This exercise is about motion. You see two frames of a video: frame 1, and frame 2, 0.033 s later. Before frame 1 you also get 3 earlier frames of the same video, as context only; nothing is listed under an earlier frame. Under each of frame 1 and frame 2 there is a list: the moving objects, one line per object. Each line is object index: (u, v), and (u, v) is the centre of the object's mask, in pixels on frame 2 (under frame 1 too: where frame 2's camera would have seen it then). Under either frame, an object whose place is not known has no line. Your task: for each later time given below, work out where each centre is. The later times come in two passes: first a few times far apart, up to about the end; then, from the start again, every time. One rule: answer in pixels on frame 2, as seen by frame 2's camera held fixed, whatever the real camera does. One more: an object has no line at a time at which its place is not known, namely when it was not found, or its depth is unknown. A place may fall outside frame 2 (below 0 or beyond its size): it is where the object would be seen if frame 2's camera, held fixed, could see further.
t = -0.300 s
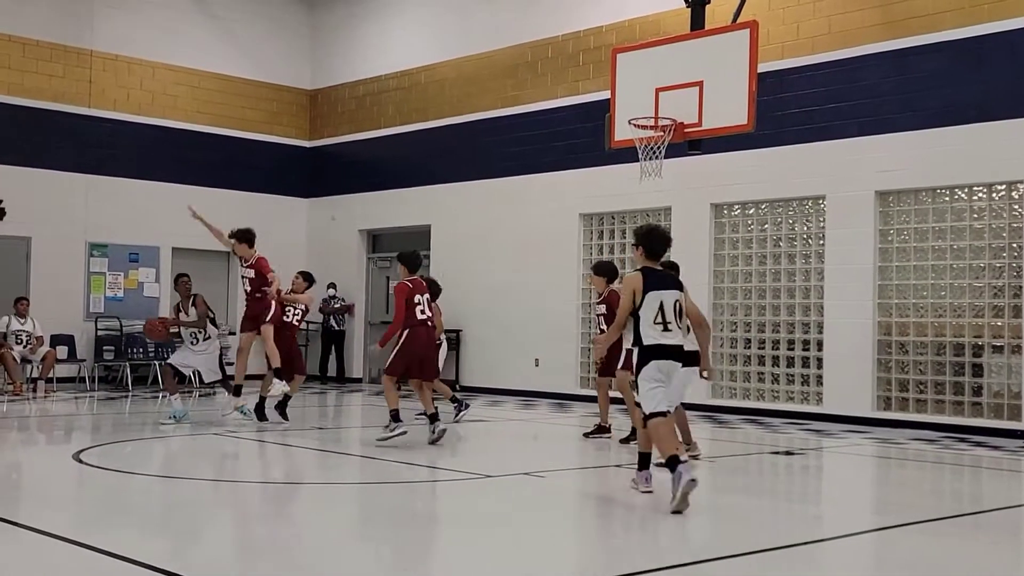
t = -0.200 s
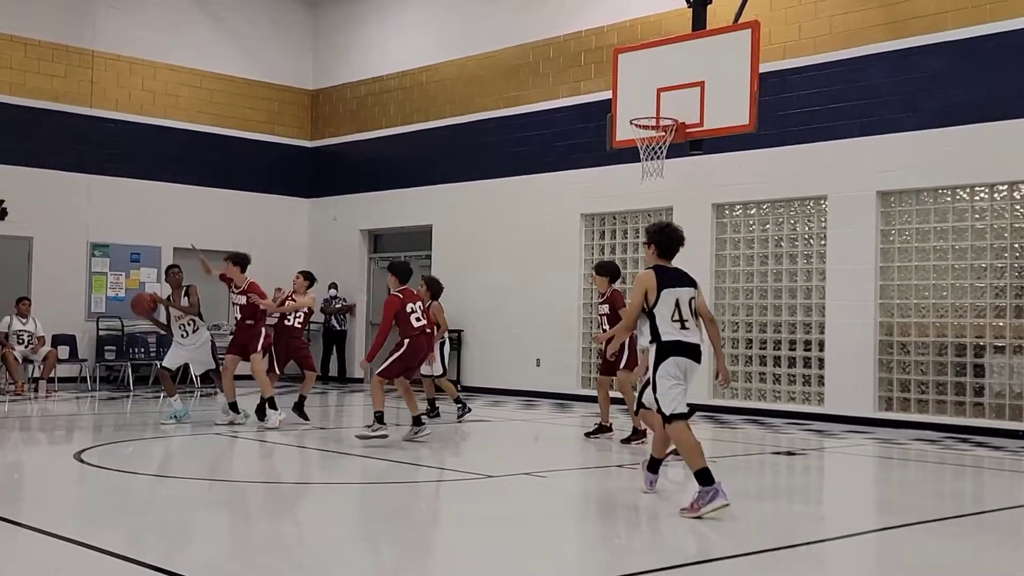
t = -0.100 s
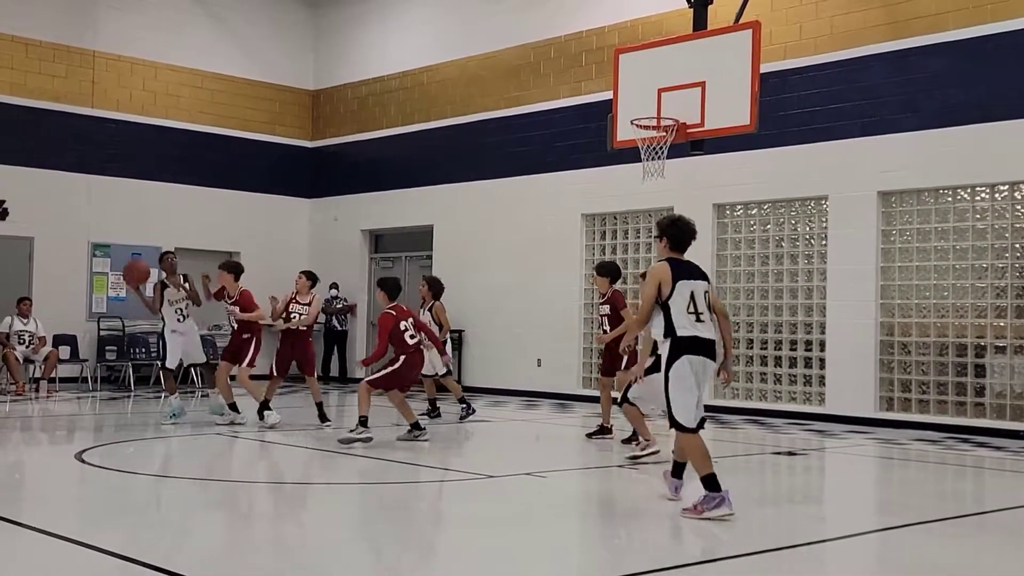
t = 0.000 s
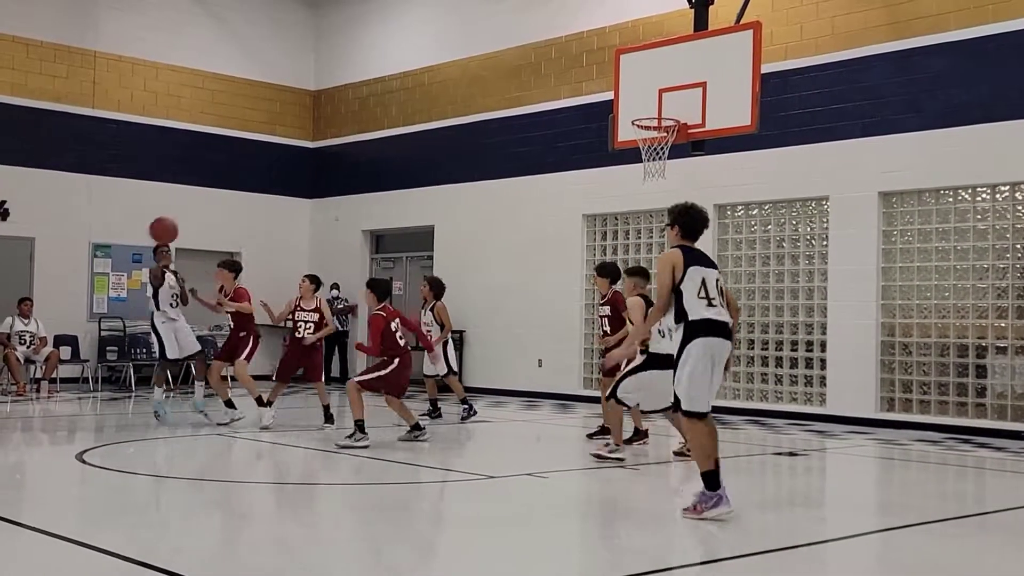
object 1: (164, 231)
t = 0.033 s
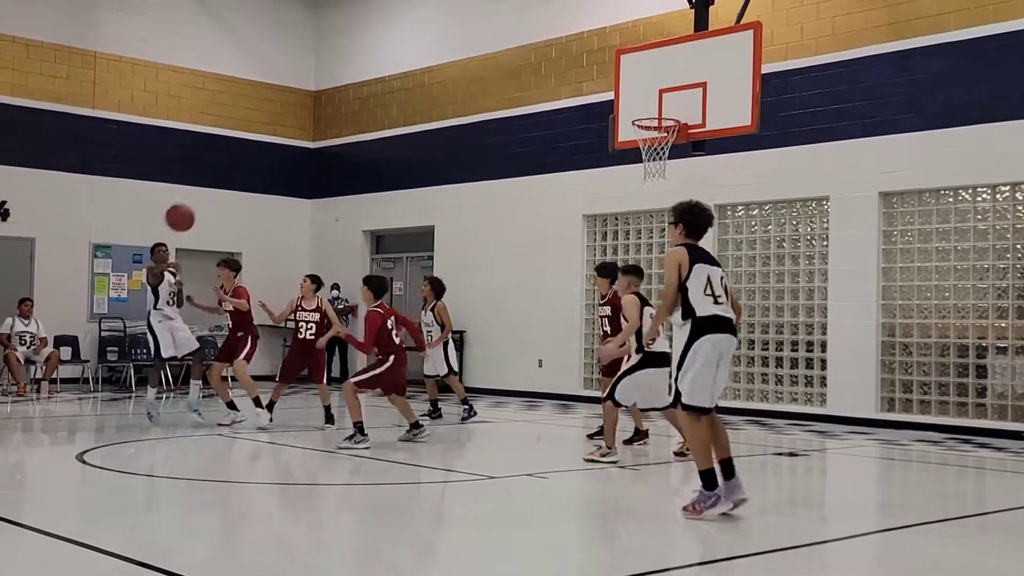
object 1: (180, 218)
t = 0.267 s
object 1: (311, 150)
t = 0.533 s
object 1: (516, 147)
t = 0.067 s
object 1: (196, 205)
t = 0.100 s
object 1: (215, 193)
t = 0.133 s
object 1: (233, 182)
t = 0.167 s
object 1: (251, 173)
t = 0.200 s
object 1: (270, 165)
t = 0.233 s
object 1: (290, 157)
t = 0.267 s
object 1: (311, 150)
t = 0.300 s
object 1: (333, 147)
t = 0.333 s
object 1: (356, 140)
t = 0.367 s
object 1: (380, 137)
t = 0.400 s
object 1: (405, 136)
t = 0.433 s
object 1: (431, 137)
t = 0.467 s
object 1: (458, 138)
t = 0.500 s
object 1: (486, 141)
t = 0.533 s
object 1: (516, 147)
